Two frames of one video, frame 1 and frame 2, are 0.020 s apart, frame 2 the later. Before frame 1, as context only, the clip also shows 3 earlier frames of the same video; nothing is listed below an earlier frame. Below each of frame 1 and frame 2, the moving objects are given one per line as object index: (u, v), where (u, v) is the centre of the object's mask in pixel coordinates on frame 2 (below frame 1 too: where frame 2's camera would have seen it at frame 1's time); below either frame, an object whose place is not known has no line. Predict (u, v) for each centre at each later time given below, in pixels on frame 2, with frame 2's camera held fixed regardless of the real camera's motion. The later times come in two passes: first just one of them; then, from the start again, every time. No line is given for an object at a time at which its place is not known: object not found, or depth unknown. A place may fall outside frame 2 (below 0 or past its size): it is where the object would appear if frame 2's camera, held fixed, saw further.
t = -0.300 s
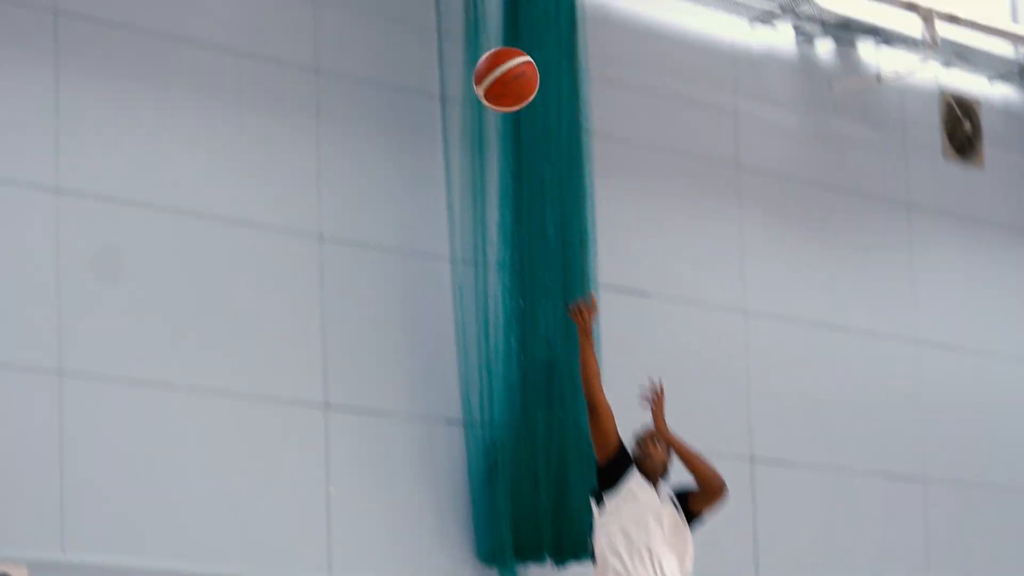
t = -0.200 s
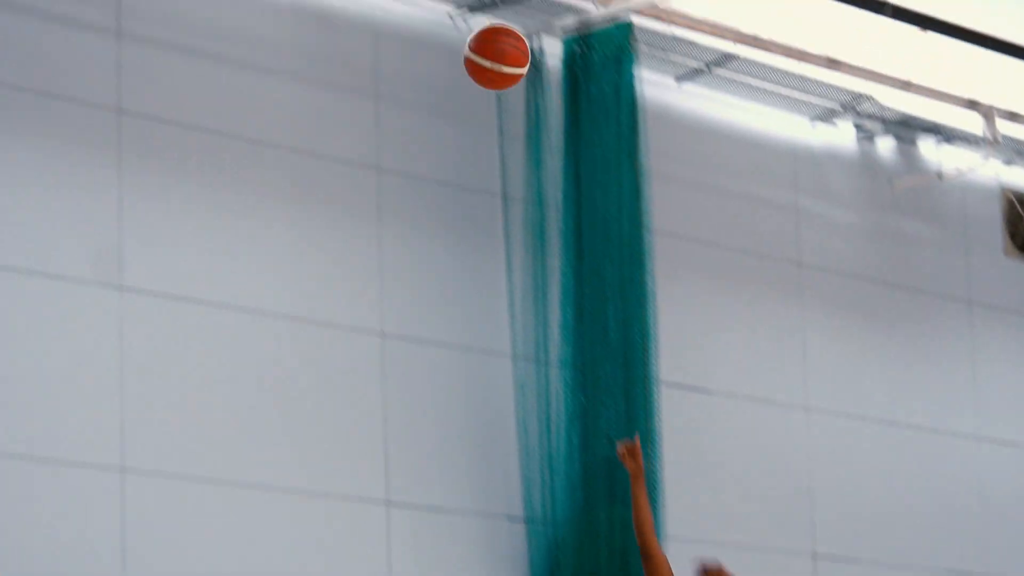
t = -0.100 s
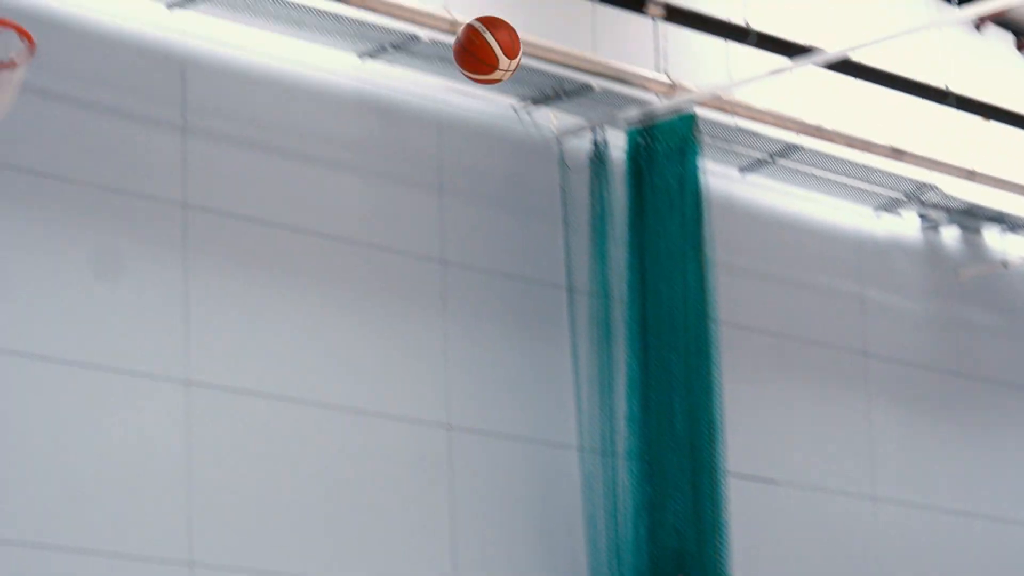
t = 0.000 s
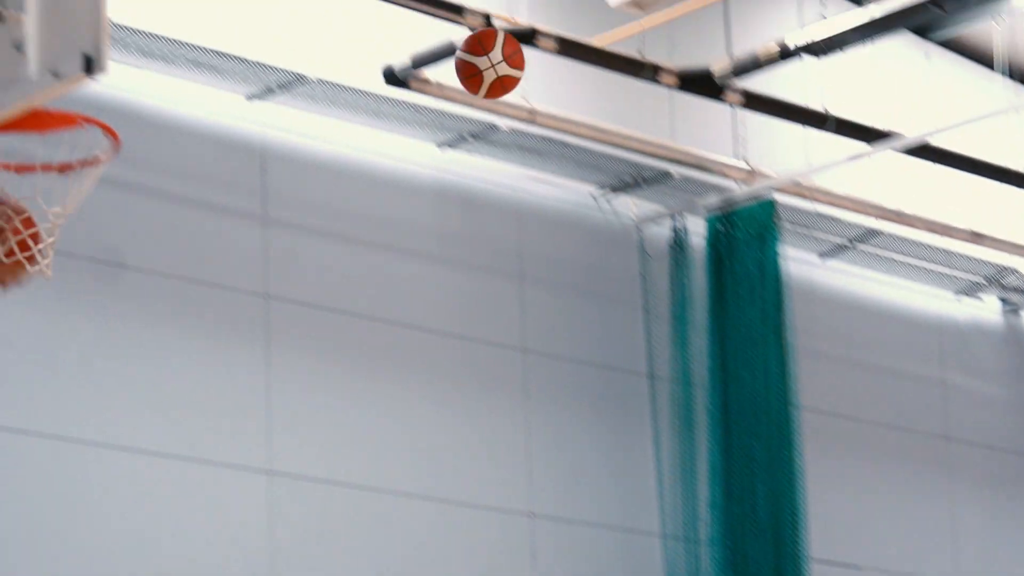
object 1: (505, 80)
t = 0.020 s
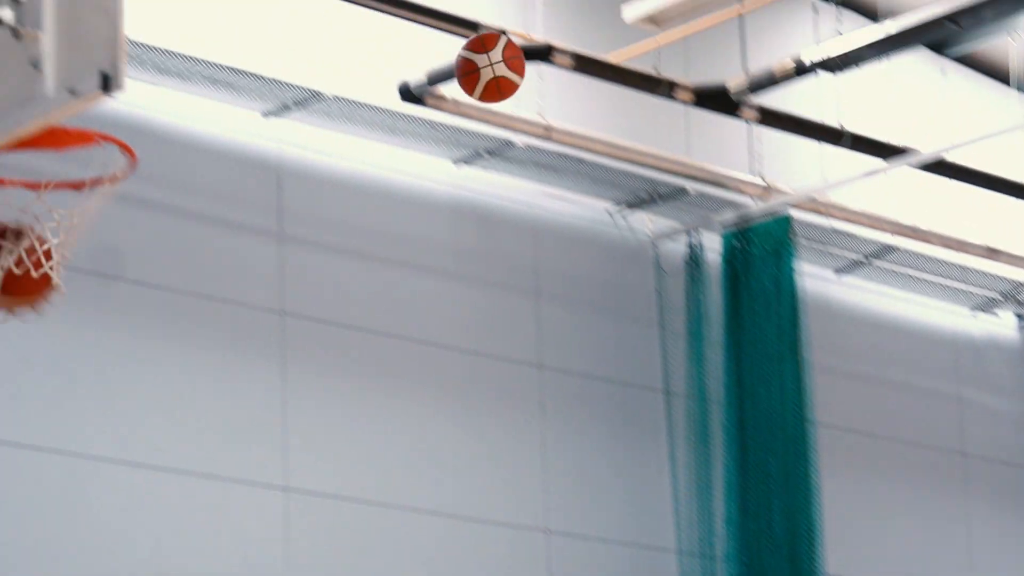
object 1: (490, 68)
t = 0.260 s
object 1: (286, 2)
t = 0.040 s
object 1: (474, 56)
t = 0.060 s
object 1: (458, 46)
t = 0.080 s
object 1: (442, 37)
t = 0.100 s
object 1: (425, 28)
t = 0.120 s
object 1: (408, 21)
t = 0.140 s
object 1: (392, 15)
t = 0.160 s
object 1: (375, 10)
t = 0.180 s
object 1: (357, 6)
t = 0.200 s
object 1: (340, 3)
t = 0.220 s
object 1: (322, 1)
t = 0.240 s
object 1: (304, 1)
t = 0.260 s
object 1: (286, 2)
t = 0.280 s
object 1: (268, 4)
